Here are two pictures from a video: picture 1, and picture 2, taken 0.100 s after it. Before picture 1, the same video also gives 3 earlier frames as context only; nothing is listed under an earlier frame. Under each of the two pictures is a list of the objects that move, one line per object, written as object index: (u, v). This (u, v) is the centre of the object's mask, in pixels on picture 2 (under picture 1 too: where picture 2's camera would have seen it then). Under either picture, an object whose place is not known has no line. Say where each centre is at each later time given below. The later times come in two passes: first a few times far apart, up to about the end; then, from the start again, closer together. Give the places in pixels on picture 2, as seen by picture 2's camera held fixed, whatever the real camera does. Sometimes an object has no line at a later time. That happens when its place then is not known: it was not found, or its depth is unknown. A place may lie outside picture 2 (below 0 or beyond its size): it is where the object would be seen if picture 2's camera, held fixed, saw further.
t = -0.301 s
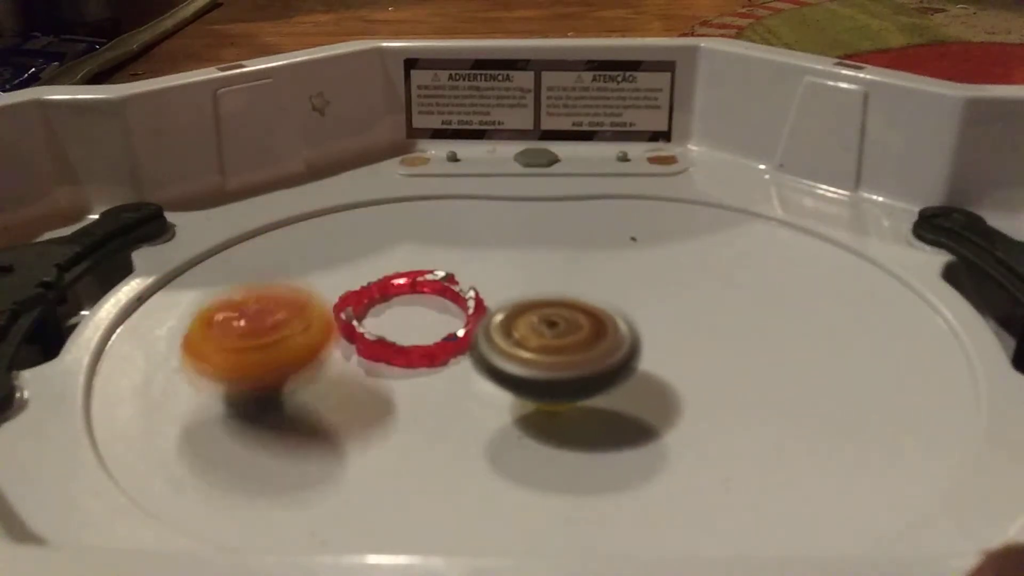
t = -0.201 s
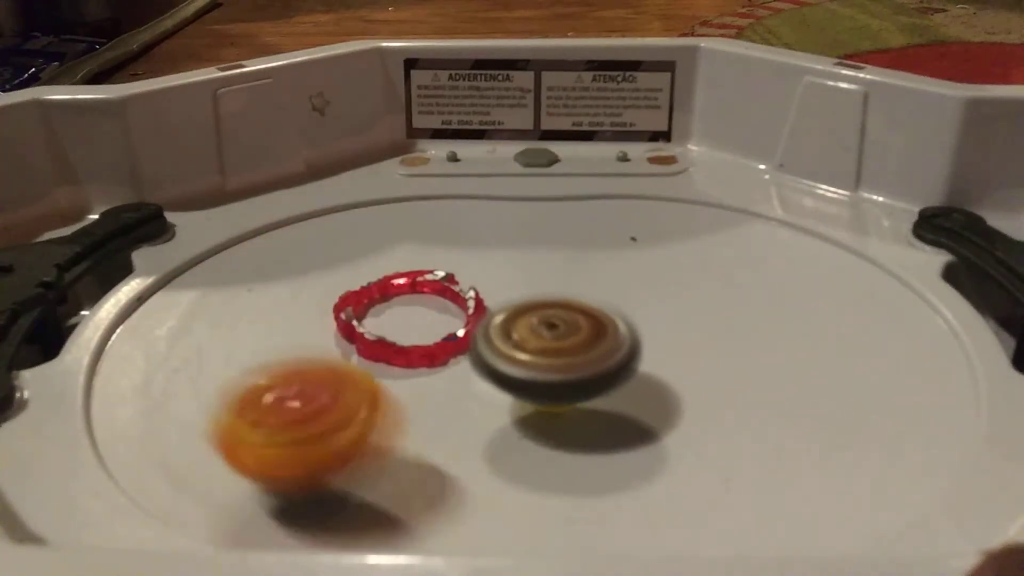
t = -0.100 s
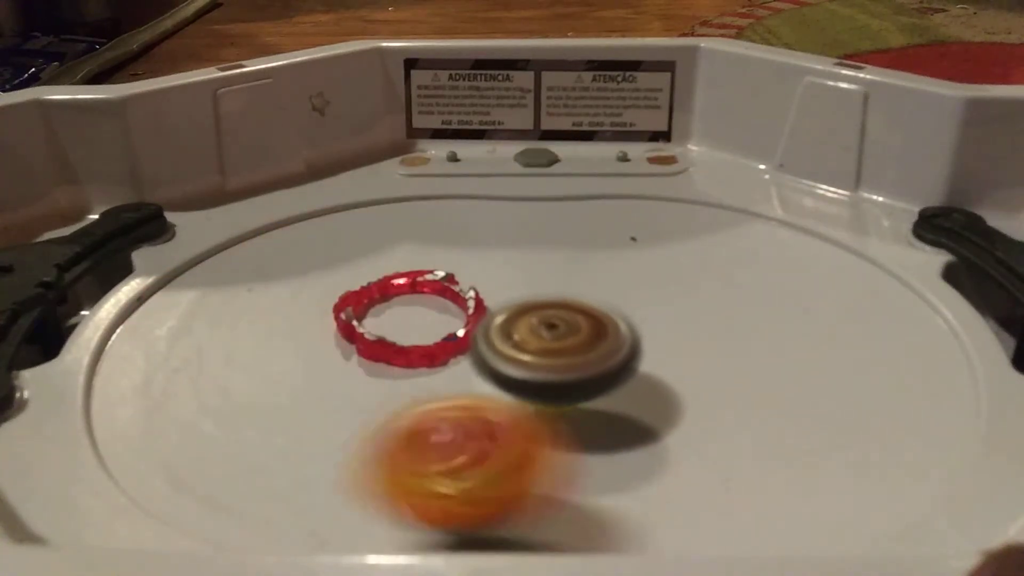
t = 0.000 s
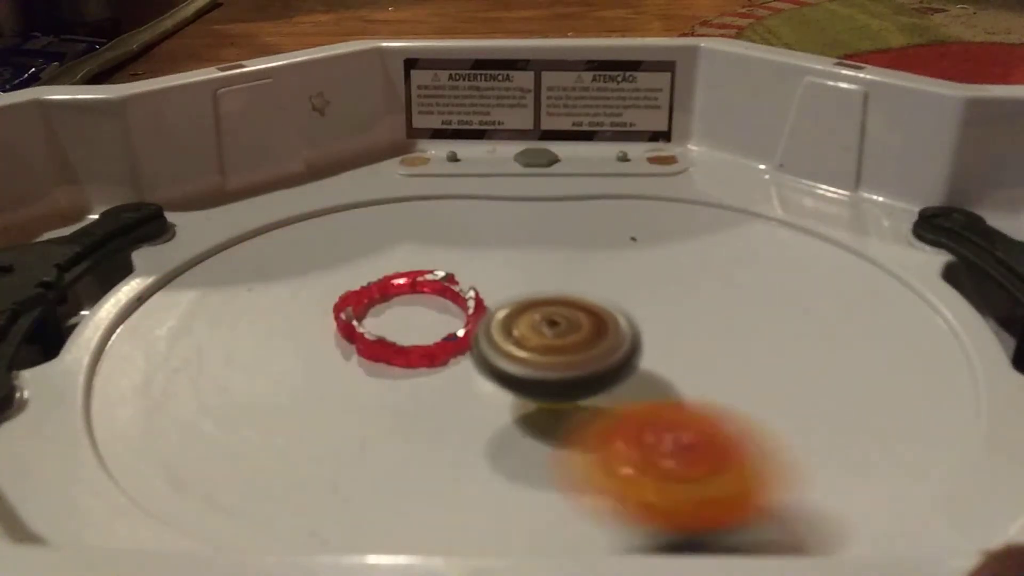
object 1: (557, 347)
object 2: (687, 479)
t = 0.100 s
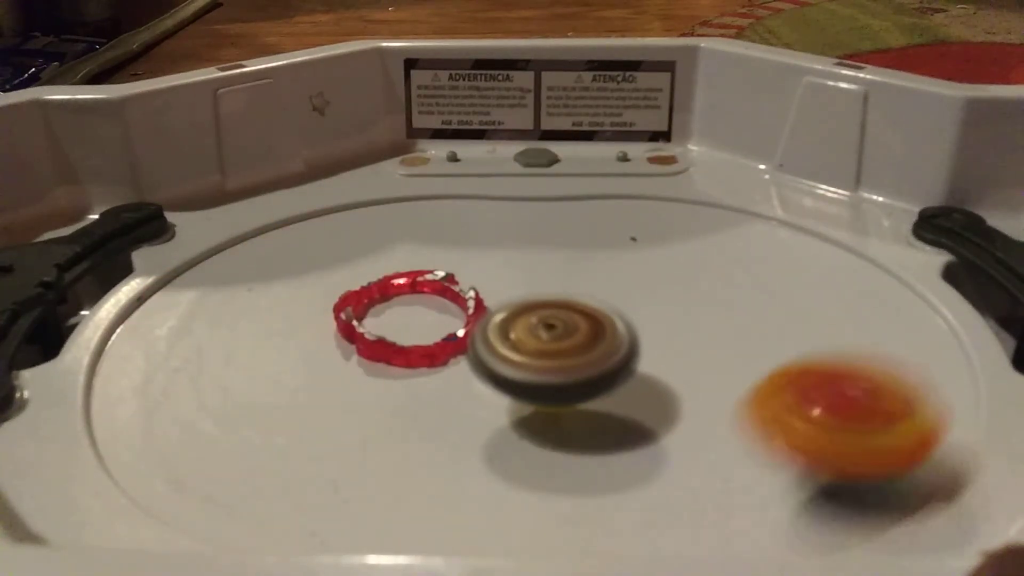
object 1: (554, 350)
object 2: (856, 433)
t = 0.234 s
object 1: (556, 347)
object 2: (888, 328)
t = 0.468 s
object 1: (552, 350)
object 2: (682, 212)
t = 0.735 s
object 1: (554, 350)
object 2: (357, 224)
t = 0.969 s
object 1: (554, 347)
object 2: (235, 384)
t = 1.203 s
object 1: (554, 346)
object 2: (601, 473)
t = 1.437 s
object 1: (555, 347)
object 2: (857, 344)
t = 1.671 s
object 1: (559, 344)
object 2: (729, 215)
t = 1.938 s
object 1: (554, 347)
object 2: (427, 214)
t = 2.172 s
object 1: (553, 349)
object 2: (282, 353)
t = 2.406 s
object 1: (555, 344)
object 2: (517, 457)
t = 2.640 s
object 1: (555, 348)
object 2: (841, 386)
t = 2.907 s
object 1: (552, 348)
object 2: (720, 234)
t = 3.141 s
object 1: (555, 350)
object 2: (487, 219)
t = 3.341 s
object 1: (556, 347)
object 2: (307, 288)
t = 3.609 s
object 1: (553, 349)
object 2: (405, 442)
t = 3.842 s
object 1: (552, 345)
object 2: (769, 413)
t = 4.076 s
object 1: (553, 349)
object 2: (806, 283)
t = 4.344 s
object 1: (554, 349)
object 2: (585, 218)
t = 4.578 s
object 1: (554, 348)
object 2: (355, 265)
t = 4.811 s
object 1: (554, 347)
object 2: (323, 404)
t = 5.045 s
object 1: (553, 346)
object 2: (644, 437)
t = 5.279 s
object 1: (555, 346)
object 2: (790, 326)
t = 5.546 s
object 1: (556, 346)
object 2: (632, 223)
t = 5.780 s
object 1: (556, 347)
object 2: (406, 243)
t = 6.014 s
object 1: (555, 350)
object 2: (338, 366)
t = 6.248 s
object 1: (553, 341)
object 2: (571, 438)
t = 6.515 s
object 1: (554, 347)
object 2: (791, 345)
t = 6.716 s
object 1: (554, 348)
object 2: (700, 253)
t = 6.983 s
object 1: (555, 349)
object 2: (474, 244)
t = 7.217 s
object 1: (554, 349)
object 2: (336, 331)
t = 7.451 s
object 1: (559, 343)
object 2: (476, 427)
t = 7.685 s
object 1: (556, 346)
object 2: (756, 396)
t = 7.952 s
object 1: (553, 350)
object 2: (741, 280)
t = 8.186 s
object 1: (552, 348)
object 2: (567, 237)
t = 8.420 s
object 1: (553, 348)
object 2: (370, 275)
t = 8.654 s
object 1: (556, 348)
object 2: (350, 388)
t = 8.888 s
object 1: (564, 335)
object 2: (588, 435)
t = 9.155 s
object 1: (589, 339)
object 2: (770, 367)
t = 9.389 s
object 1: (584, 333)
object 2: (735, 266)
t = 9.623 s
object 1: (578, 332)
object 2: (586, 235)
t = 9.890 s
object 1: (582, 335)
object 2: (417, 302)
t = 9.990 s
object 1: (587, 334)
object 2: (389, 340)
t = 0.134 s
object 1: (553, 350)
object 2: (882, 407)
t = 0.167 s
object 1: (555, 349)
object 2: (896, 379)
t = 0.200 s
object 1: (556, 348)
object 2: (897, 353)
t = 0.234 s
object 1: (556, 347)
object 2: (888, 328)
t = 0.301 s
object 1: (555, 348)
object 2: (849, 279)
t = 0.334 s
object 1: (553, 349)
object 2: (821, 260)
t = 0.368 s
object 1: (554, 350)
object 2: (790, 244)
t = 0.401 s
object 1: (554, 349)
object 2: (756, 231)
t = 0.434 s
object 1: (553, 349)
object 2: (721, 221)
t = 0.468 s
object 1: (552, 350)
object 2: (682, 212)
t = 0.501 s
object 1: (553, 350)
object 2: (645, 207)
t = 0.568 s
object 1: (553, 350)
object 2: (570, 208)
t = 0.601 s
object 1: (554, 348)
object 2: (530, 211)
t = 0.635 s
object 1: (554, 346)
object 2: (488, 215)
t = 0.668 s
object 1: (553, 347)
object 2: (448, 220)
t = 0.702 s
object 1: (552, 348)
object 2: (395, 215)
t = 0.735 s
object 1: (554, 350)
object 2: (357, 224)
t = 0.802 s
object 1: (555, 347)
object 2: (293, 253)
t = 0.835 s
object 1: (553, 346)
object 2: (268, 273)
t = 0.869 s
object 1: (552, 347)
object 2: (248, 296)
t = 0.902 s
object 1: (554, 349)
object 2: (234, 324)
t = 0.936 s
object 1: (555, 348)
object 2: (230, 355)
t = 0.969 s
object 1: (554, 347)
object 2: (235, 384)
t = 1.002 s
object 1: (553, 348)
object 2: (247, 398)
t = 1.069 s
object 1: (555, 349)
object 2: (320, 443)
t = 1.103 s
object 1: (553, 347)
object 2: (377, 456)
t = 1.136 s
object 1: (552, 347)
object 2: (461, 474)
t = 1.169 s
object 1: (552, 346)
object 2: (518, 458)
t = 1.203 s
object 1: (554, 346)
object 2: (601, 473)
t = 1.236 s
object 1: (555, 346)
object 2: (666, 469)
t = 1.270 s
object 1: (554, 346)
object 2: (730, 460)
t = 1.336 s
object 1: (552, 348)
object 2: (814, 418)
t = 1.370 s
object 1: (555, 349)
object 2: (838, 393)
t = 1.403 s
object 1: (557, 347)
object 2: (851, 369)
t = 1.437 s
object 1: (555, 347)
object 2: (857, 344)
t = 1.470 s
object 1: (554, 347)
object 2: (853, 320)
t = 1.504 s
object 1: (553, 348)
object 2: (843, 296)
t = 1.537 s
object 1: (553, 349)
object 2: (829, 274)
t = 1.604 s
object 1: (558, 346)
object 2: (785, 240)
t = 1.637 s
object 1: (559, 345)
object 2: (758, 226)
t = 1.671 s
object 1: (559, 344)
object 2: (729, 215)
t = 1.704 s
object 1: (558, 344)
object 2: (696, 207)
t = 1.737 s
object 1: (557, 345)
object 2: (661, 201)
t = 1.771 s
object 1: (555, 346)
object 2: (625, 199)
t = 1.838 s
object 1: (552, 350)
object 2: (554, 204)
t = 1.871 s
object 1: (554, 351)
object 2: (507, 201)
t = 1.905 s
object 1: (554, 348)
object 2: (464, 200)
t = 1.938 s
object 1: (554, 347)
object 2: (427, 214)
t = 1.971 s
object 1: (553, 347)
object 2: (392, 225)
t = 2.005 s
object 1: (553, 349)
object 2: (363, 241)
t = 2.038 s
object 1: (555, 350)
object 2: (337, 261)
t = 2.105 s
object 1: (553, 346)
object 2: (300, 301)
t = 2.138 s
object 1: (552, 346)
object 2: (288, 326)
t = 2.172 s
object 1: (553, 349)
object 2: (282, 353)
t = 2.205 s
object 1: (554, 348)
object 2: (285, 377)
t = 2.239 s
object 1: (554, 347)
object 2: (296, 403)
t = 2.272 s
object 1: (553, 348)
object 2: (318, 419)
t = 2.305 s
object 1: (553, 349)
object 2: (355, 440)
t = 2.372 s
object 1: (556, 345)
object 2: (475, 474)
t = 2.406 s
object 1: (555, 344)
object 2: (517, 457)
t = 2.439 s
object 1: (552, 345)
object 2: (593, 475)
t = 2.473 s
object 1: (552, 349)
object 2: (655, 474)
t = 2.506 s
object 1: (554, 348)
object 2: (720, 471)
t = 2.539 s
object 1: (553, 347)
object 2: (769, 457)
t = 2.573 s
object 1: (552, 348)
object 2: (804, 435)
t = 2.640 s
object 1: (555, 348)
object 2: (841, 386)
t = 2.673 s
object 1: (555, 346)
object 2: (846, 363)
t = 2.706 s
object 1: (553, 346)
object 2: (841, 340)
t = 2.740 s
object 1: (552, 347)
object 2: (830, 317)
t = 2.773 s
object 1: (554, 349)
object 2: (815, 296)
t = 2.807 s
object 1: (556, 347)
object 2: (796, 278)
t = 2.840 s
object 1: (555, 346)
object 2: (774, 262)
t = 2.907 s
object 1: (552, 348)
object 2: (720, 234)
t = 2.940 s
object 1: (554, 349)
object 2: (691, 225)
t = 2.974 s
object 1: (557, 347)
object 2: (660, 218)
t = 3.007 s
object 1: (557, 346)
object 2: (627, 214)
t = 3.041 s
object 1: (557, 346)
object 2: (595, 212)
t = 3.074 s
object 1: (556, 347)
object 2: (560, 212)
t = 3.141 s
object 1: (555, 350)
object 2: (487, 219)
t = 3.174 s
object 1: (555, 349)
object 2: (453, 226)
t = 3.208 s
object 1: (556, 348)
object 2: (404, 224)
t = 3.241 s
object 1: (554, 349)
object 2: (373, 233)
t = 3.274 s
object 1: (555, 349)
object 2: (346, 245)
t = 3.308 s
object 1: (556, 349)
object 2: (325, 265)
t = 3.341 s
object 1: (556, 347)
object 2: (307, 288)
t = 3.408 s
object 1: (554, 348)
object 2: (281, 324)
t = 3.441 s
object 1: (554, 349)
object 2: (279, 349)
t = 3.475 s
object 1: (555, 350)
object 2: (285, 371)
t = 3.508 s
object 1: (555, 347)
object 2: (298, 393)
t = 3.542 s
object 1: (554, 346)
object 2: (324, 409)
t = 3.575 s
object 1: (553, 347)
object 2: (359, 430)
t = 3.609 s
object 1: (553, 349)
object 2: (405, 442)
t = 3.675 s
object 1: (556, 343)
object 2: (514, 446)
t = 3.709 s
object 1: (554, 342)
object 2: (568, 447)
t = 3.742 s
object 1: (552, 345)
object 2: (625, 446)
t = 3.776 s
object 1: (554, 349)
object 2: (682, 440)
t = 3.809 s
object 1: (553, 347)
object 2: (730, 429)
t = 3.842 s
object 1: (552, 345)
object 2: (769, 413)
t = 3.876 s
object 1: (552, 346)
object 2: (798, 393)
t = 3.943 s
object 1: (553, 349)
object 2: (837, 364)
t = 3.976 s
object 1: (554, 346)
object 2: (837, 342)
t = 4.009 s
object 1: (553, 346)
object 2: (832, 320)
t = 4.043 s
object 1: (551, 348)
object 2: (822, 300)
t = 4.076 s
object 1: (553, 349)
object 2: (806, 283)
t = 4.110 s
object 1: (555, 348)
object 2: (786, 265)
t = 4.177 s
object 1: (554, 348)
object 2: (738, 240)
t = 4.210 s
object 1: (554, 349)
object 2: (709, 230)
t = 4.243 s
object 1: (554, 348)
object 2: (679, 223)
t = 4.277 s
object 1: (554, 349)
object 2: (649, 218)
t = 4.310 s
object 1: (554, 349)
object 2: (617, 217)
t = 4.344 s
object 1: (554, 349)
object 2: (585, 218)
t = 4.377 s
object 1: (555, 349)
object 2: (551, 222)
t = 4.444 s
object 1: (555, 348)
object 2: (482, 233)
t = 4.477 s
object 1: (554, 349)
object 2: (449, 241)
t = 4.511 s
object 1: (554, 349)
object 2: (404, 237)
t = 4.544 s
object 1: (555, 348)
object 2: (379, 249)
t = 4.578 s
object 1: (554, 348)
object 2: (355, 265)
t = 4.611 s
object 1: (553, 348)
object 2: (335, 283)
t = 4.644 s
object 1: (555, 349)
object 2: (321, 308)
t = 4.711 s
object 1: (553, 348)
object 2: (300, 341)
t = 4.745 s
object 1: (554, 349)
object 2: (299, 363)
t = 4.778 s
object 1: (554, 349)
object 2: (308, 386)
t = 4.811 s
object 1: (554, 347)
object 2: (323, 404)
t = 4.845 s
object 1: (554, 347)
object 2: (347, 417)
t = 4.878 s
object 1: (553, 349)
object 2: (384, 431)
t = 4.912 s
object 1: (555, 349)
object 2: (431, 441)
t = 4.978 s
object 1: (555, 342)
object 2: (542, 444)
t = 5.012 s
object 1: (552, 343)
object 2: (592, 442)
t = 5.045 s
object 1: (553, 346)
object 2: (644, 437)
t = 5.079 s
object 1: (555, 347)
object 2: (691, 426)
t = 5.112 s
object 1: (553, 347)
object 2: (727, 411)
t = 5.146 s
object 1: (552, 349)
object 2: (757, 400)
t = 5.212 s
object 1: (554, 347)
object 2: (792, 367)
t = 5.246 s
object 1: (556, 345)
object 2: (793, 345)
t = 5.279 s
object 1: (555, 346)
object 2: (790, 326)
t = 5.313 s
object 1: (554, 348)
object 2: (782, 307)
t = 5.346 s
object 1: (553, 349)
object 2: (769, 289)
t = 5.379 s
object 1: (554, 350)
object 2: (753, 273)
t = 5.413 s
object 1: (555, 347)
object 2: (734, 258)
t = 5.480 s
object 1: (554, 350)
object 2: (686, 235)
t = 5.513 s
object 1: (555, 349)
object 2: (661, 228)
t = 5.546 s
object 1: (556, 346)
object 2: (632, 223)
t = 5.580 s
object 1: (555, 346)
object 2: (602, 219)
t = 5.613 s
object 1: (554, 347)
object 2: (574, 221)
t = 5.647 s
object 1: (553, 348)
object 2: (540, 224)
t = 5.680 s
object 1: (553, 350)
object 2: (508, 228)
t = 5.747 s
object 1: (555, 347)
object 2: (433, 227)
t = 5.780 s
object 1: (556, 347)
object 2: (406, 243)
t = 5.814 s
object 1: (554, 347)
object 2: (385, 256)
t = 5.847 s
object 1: (553, 349)
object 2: (367, 272)
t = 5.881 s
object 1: (555, 349)
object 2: (352, 290)
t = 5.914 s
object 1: (555, 348)
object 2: (342, 309)
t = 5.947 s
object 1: (554, 348)
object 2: (337, 328)
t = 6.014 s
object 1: (555, 350)
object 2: (338, 366)
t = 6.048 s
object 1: (555, 348)
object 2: (350, 387)
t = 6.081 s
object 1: (555, 348)
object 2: (367, 398)
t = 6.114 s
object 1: (553, 348)
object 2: (394, 419)
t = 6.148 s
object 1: (555, 349)
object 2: (431, 427)
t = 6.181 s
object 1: (557, 345)
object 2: (479, 433)
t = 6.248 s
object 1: (553, 341)
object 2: (571, 438)
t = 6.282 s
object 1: (550, 344)
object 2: (618, 439)
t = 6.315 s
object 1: (552, 348)
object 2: (663, 432)
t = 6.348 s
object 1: (555, 348)
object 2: (706, 421)
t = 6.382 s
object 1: (553, 348)
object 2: (738, 405)
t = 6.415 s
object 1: (552, 349)
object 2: (761, 387)
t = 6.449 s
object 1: (553, 348)
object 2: (787, 385)
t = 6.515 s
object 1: (554, 347)
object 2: (791, 345)
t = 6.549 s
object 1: (553, 349)
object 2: (785, 327)
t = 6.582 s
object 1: (554, 349)
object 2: (775, 308)
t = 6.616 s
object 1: (555, 348)
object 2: (760, 291)
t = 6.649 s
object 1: (554, 348)
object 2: (743, 277)
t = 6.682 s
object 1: (553, 350)
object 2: (723, 265)
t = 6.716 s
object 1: (554, 348)
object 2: (700, 253)
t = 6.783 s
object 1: (554, 347)
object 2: (649, 237)
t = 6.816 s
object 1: (553, 349)
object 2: (621, 232)
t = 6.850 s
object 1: (554, 350)
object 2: (594, 230)
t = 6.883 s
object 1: (555, 348)
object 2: (565, 231)
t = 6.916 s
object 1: (554, 348)
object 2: (534, 232)
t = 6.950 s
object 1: (554, 350)
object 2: (504, 236)
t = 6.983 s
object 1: (555, 349)
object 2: (474, 244)
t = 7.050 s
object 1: (555, 348)
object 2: (406, 251)
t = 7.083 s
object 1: (555, 349)
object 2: (383, 264)
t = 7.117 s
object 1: (554, 350)
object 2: (366, 278)
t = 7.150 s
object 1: (556, 349)
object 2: (352, 294)
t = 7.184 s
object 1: (554, 348)
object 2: (341, 314)
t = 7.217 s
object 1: (554, 349)
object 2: (336, 331)
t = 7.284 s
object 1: (555, 347)
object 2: (340, 367)
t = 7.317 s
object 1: (554, 347)
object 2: (352, 387)
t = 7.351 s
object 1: (554, 348)
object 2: (371, 396)
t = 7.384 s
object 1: (553, 350)
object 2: (397, 412)
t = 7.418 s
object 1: (557, 348)
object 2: (435, 422)
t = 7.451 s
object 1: (559, 343)
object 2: (476, 427)
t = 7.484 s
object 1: (556, 339)
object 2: (521, 429)
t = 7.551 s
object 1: (553, 341)
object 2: (609, 434)
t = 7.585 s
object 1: (556, 344)
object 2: (655, 432)
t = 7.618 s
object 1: (557, 346)
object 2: (695, 423)
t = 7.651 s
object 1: (557, 346)
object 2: (728, 411)
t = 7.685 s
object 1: (556, 346)
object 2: (756, 396)
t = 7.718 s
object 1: (556, 346)
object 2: (774, 387)
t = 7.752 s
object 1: (556, 347)
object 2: (794, 377)
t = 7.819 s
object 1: (555, 348)
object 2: (794, 342)
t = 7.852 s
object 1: (554, 348)
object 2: (787, 325)
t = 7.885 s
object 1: (554, 348)
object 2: (774, 308)
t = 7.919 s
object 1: (553, 349)
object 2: (759, 293)
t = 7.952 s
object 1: (553, 350)
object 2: (741, 280)
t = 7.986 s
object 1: (552, 350)
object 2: (721, 269)
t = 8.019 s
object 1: (552, 349)
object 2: (698, 259)
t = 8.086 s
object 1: (551, 350)
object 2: (648, 244)
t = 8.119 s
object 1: (550, 350)
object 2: (622, 240)
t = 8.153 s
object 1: (550, 348)
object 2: (595, 238)
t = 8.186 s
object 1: (552, 348)
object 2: (567, 237)
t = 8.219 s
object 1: (553, 349)
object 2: (537, 238)
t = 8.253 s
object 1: (552, 348)
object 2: (508, 241)
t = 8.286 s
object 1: (552, 348)
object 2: (465, 228)
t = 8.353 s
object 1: (555, 348)
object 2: (413, 254)
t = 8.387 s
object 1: (555, 347)
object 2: (391, 263)
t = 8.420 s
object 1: (553, 348)
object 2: (370, 275)
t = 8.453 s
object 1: (554, 349)
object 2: (356, 289)
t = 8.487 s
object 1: (555, 348)
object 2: (343, 304)
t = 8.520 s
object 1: (556, 348)
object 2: (334, 321)
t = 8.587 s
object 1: (554, 349)
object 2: (330, 355)
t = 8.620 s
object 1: (557, 349)
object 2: (337, 373)
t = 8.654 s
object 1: (556, 348)
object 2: (350, 388)
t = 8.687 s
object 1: (555, 348)
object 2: (370, 400)
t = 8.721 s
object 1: (554, 349)
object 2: (398, 412)
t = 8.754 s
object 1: (557, 348)
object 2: (436, 422)
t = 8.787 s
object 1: (561, 345)
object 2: (477, 425)
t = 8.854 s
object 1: (561, 336)
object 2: (551, 433)
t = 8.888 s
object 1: (564, 335)
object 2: (588, 435)
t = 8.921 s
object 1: (565, 337)
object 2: (626, 438)
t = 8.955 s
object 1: (568, 339)
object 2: (666, 435)
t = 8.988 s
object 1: (572, 341)
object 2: (699, 426)
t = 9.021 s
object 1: (575, 341)
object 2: (729, 413)
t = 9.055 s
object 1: (579, 341)
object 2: (745, 399)
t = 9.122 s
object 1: (585, 340)
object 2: (772, 384)
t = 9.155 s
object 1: (589, 339)
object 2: (770, 367)
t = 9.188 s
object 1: (591, 338)
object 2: (766, 351)
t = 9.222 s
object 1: (587, 336)
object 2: (767, 335)
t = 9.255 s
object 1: (585, 334)
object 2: (767, 321)
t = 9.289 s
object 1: (586, 333)
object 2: (763, 305)
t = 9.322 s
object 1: (586, 333)
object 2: (757, 292)
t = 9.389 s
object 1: (584, 333)
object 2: (735, 266)
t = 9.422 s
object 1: (583, 332)
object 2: (719, 256)
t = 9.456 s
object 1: (581, 332)
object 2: (701, 249)
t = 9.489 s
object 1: (580, 332)
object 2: (680, 241)
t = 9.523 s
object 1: (579, 332)
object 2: (658, 238)
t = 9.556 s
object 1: (579, 331)
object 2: (634, 236)
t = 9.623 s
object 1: (578, 332)
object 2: (586, 235)
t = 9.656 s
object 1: (577, 333)
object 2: (559, 237)
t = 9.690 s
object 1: (576, 333)
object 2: (534, 243)
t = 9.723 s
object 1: (576, 334)
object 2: (507, 251)
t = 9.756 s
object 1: (576, 334)
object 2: (484, 259)
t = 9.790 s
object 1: (579, 335)
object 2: (467, 269)
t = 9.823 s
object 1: (579, 335)
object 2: (448, 280)
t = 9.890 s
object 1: (582, 335)
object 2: (417, 302)
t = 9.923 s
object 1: (583, 335)
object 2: (405, 314)
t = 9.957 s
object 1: (585, 334)
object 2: (395, 328)
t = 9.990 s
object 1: (587, 334)
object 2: (389, 340)
